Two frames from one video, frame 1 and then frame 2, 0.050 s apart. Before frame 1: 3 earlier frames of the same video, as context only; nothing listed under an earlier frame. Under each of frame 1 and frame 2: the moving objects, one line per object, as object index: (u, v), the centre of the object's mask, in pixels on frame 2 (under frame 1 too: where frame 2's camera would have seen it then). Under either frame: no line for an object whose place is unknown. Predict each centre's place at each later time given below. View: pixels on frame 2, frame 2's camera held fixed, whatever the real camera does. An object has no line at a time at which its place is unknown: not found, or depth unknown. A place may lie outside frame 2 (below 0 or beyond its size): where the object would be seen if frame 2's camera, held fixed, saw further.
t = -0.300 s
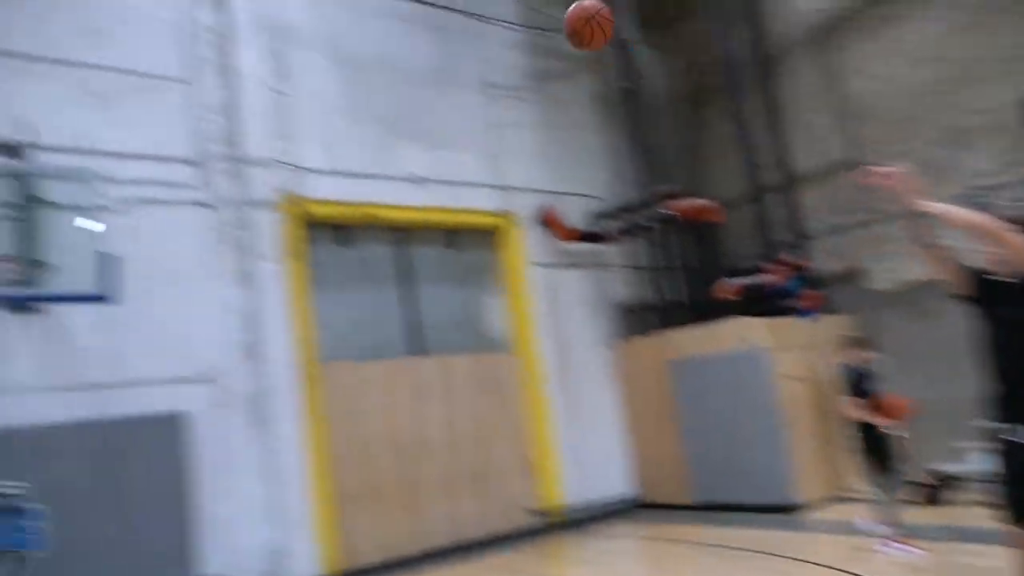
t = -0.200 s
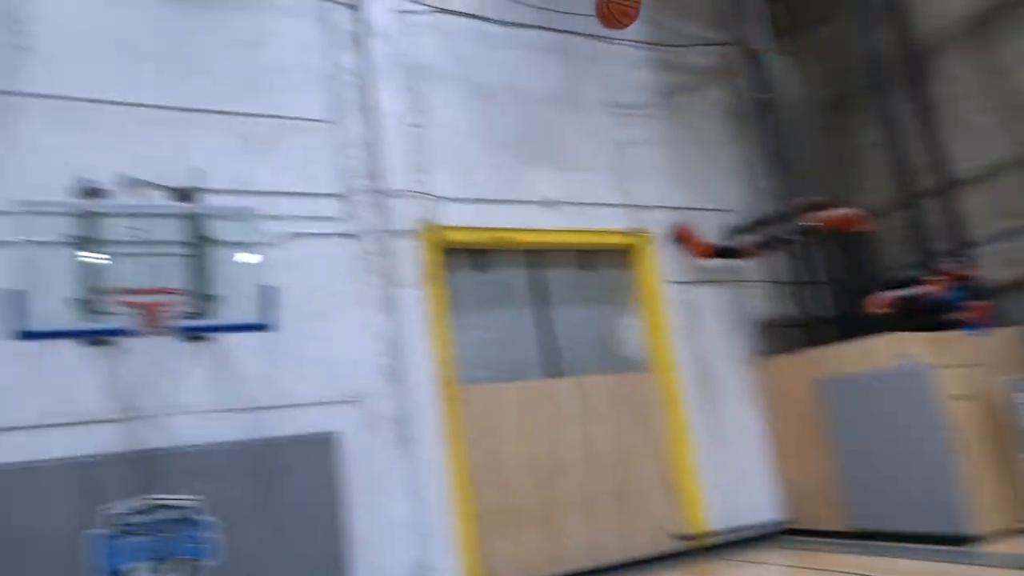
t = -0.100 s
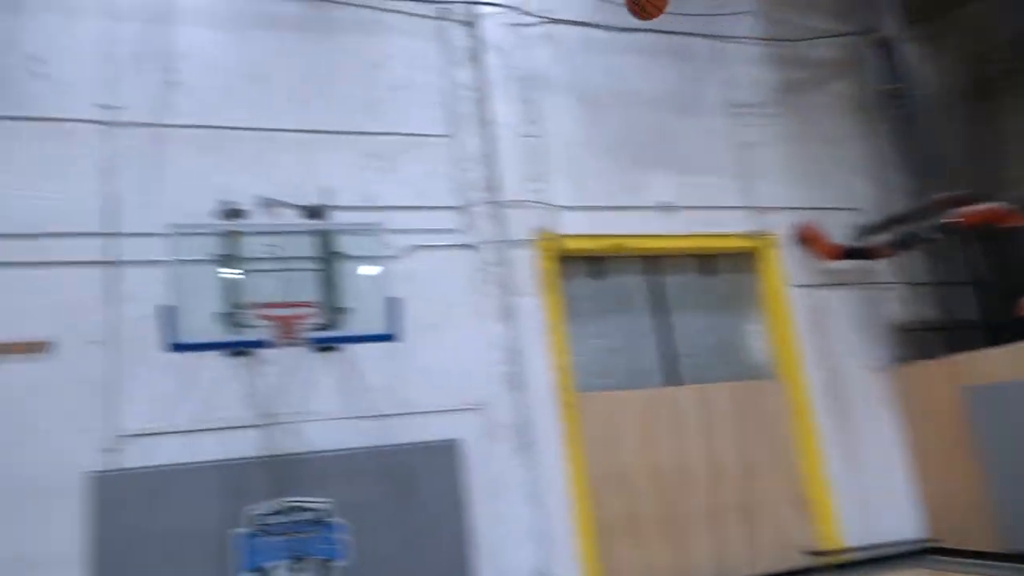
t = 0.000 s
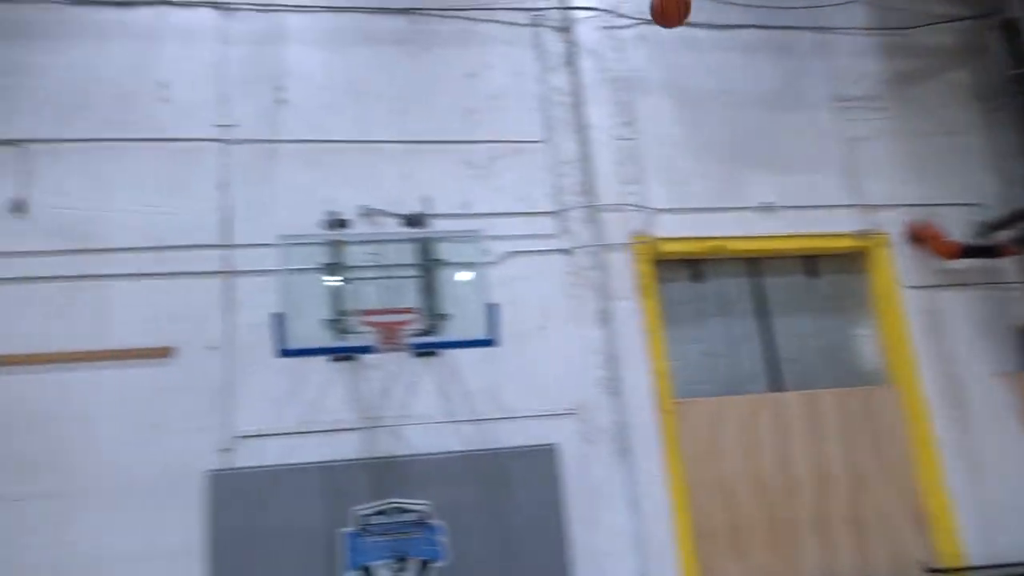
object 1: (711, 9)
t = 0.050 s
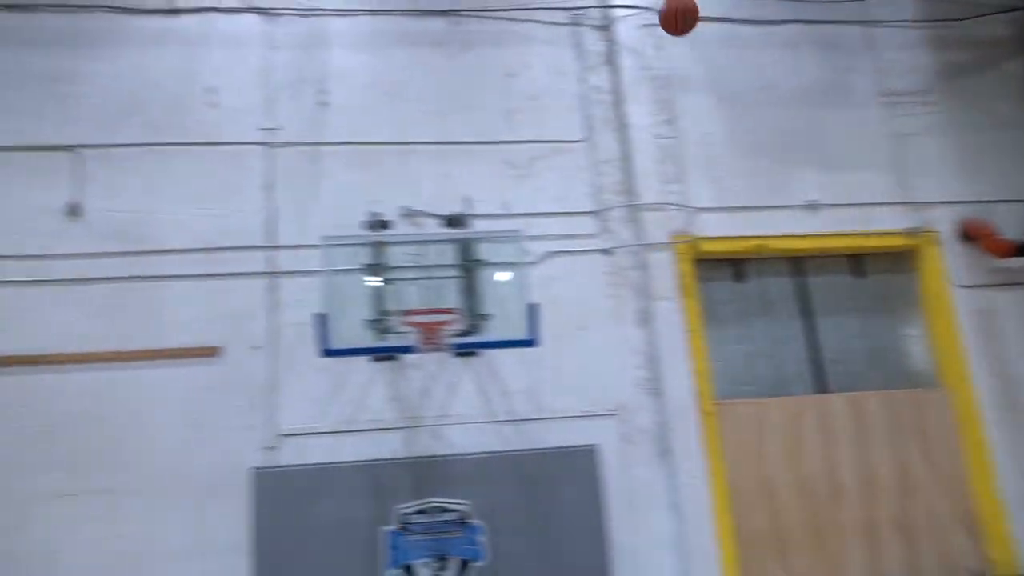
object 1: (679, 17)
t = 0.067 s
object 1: (668, 20)
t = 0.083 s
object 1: (659, 25)
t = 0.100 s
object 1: (649, 30)
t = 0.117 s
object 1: (640, 36)
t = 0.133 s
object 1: (631, 41)
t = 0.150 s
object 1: (622, 47)
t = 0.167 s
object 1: (613, 53)
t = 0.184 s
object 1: (605, 59)
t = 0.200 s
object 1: (597, 66)
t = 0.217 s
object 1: (589, 72)
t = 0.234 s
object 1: (581, 79)
